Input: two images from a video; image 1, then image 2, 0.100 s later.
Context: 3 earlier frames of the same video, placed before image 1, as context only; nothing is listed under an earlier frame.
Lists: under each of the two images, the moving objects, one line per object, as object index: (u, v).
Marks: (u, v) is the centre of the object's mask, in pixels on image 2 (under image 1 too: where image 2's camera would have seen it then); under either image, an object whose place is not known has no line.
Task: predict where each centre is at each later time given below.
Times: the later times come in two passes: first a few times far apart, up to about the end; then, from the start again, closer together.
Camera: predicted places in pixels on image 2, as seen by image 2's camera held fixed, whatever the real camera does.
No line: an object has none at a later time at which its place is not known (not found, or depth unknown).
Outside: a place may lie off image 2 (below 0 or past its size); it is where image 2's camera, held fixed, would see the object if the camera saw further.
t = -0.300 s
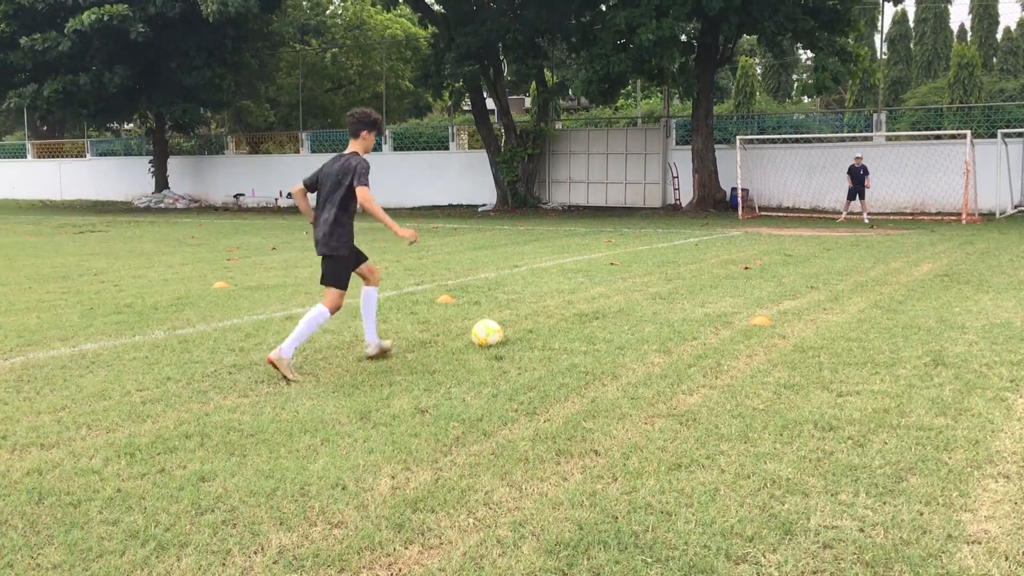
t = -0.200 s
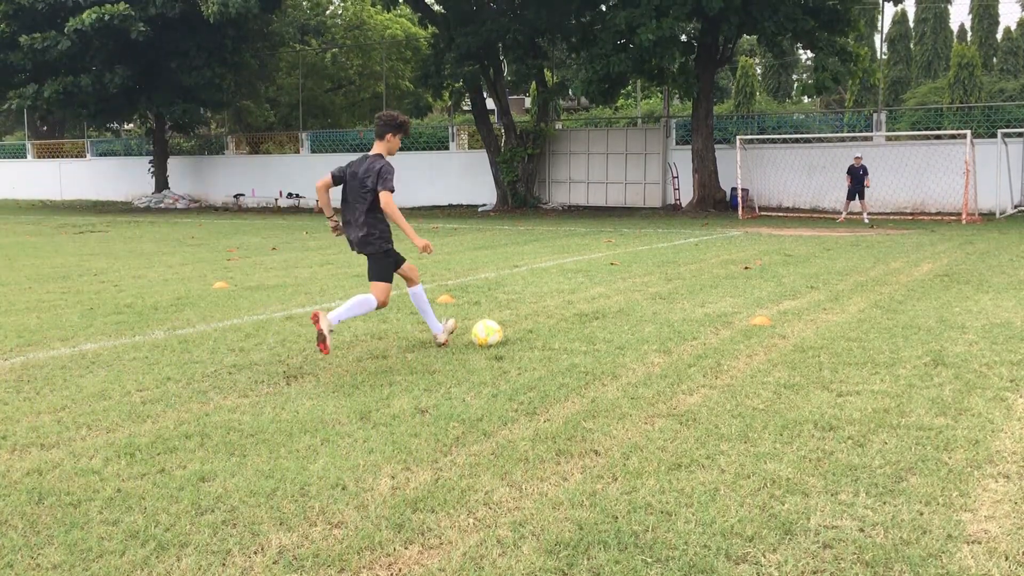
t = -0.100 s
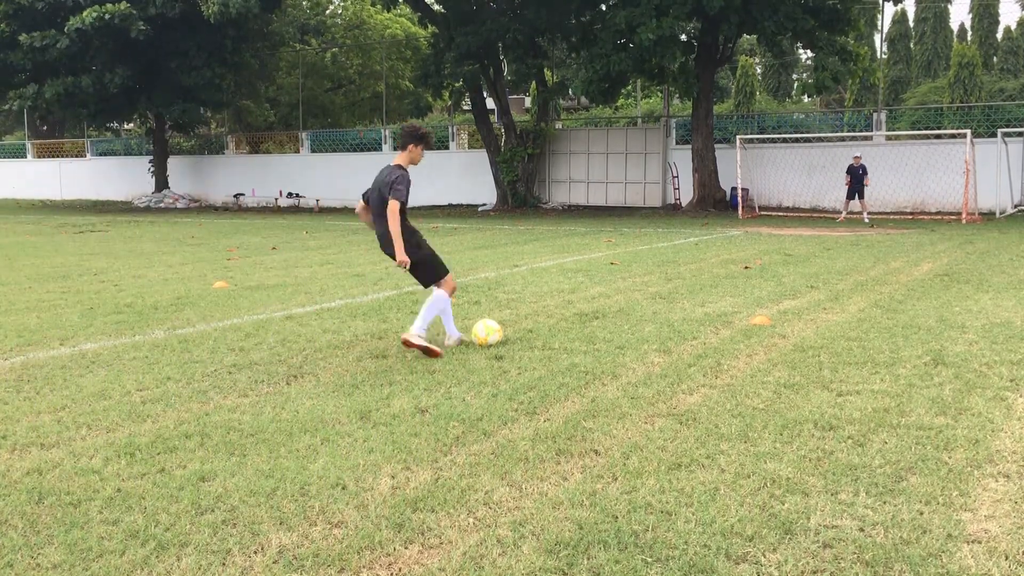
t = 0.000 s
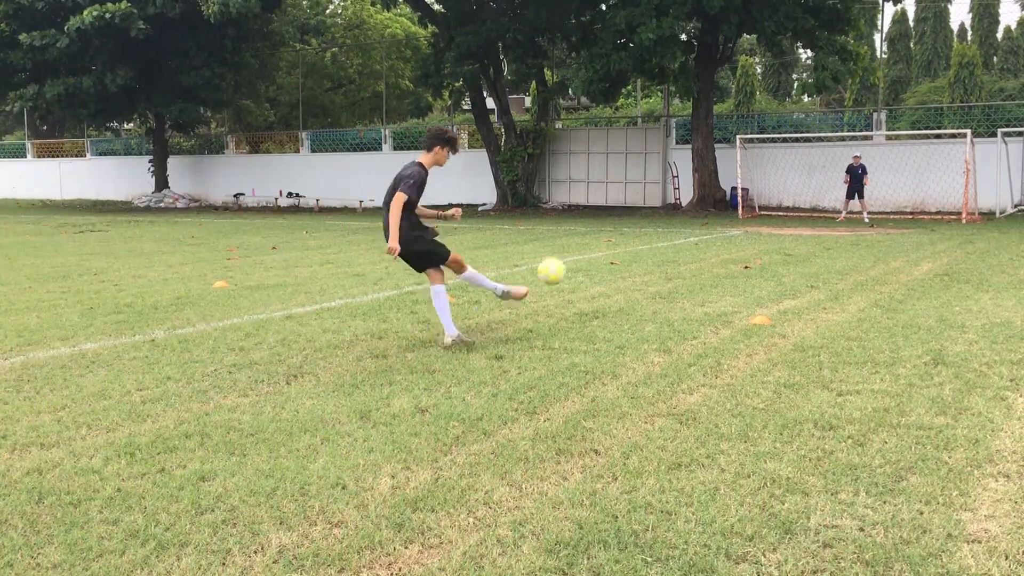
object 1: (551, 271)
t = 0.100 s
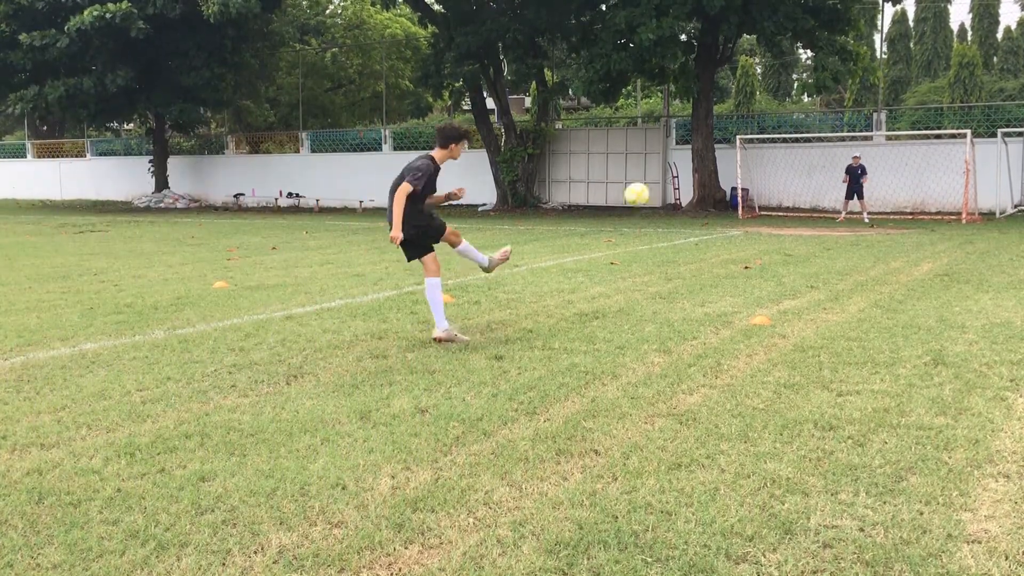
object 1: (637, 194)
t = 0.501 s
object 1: (801, 91)
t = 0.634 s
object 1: (826, 94)
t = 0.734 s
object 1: (840, 103)
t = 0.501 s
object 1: (801, 91)
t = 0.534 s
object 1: (808, 91)
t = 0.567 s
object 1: (815, 91)
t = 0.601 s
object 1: (821, 93)
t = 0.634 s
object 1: (826, 94)
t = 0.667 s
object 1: (831, 97)
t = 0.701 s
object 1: (836, 100)
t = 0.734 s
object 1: (840, 103)
